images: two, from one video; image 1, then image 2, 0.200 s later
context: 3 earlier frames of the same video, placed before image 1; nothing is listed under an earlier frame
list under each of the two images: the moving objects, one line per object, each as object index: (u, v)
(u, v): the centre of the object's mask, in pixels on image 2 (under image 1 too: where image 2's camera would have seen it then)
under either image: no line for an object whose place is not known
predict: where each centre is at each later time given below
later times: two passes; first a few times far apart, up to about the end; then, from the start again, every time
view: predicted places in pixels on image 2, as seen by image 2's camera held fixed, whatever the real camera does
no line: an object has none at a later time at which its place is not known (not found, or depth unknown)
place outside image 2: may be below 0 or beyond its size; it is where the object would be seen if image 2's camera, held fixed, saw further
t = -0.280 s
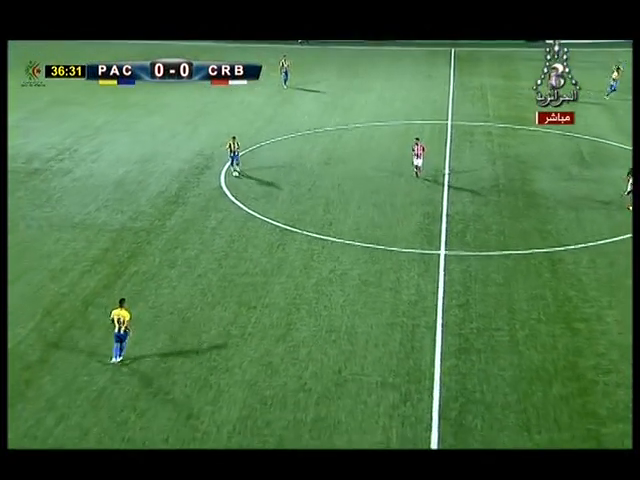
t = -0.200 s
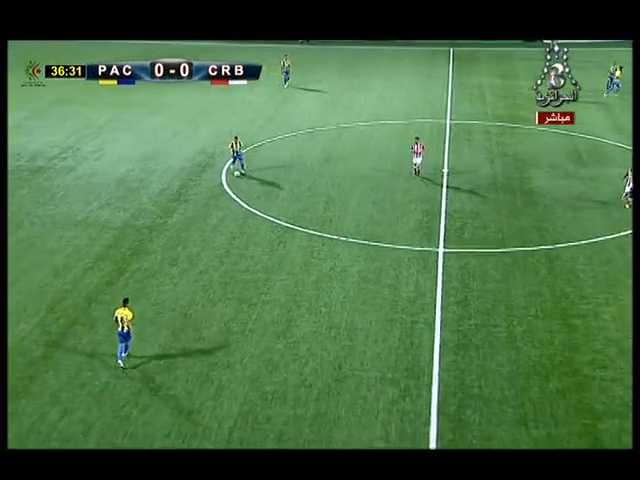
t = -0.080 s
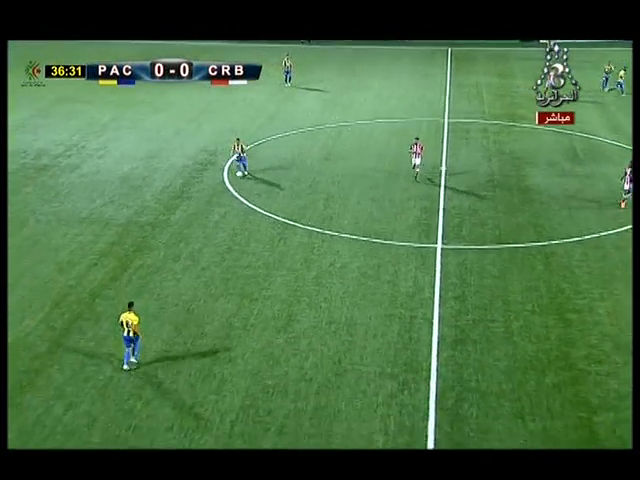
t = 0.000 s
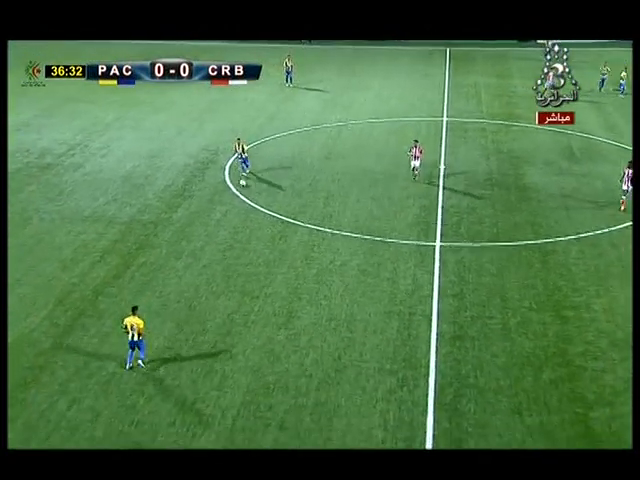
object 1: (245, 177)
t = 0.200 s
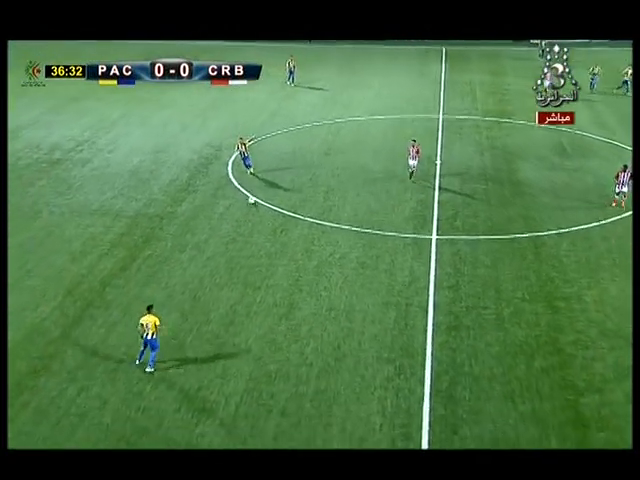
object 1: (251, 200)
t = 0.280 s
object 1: (254, 209)
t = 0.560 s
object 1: (264, 242)
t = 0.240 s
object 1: (252, 205)
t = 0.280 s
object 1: (254, 209)
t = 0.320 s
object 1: (255, 214)
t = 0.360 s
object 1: (256, 219)
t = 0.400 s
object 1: (258, 223)
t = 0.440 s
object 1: (259, 228)
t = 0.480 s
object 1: (261, 233)
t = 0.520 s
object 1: (262, 238)
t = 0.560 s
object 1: (264, 242)
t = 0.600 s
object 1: (266, 248)
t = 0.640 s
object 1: (267, 253)
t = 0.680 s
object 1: (269, 258)
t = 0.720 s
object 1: (271, 262)
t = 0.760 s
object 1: (272, 268)
